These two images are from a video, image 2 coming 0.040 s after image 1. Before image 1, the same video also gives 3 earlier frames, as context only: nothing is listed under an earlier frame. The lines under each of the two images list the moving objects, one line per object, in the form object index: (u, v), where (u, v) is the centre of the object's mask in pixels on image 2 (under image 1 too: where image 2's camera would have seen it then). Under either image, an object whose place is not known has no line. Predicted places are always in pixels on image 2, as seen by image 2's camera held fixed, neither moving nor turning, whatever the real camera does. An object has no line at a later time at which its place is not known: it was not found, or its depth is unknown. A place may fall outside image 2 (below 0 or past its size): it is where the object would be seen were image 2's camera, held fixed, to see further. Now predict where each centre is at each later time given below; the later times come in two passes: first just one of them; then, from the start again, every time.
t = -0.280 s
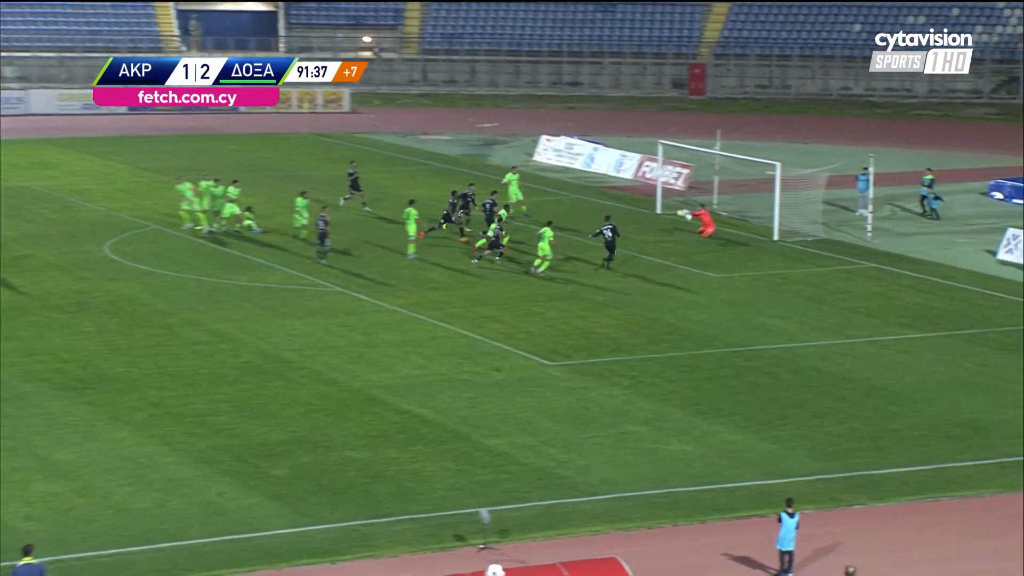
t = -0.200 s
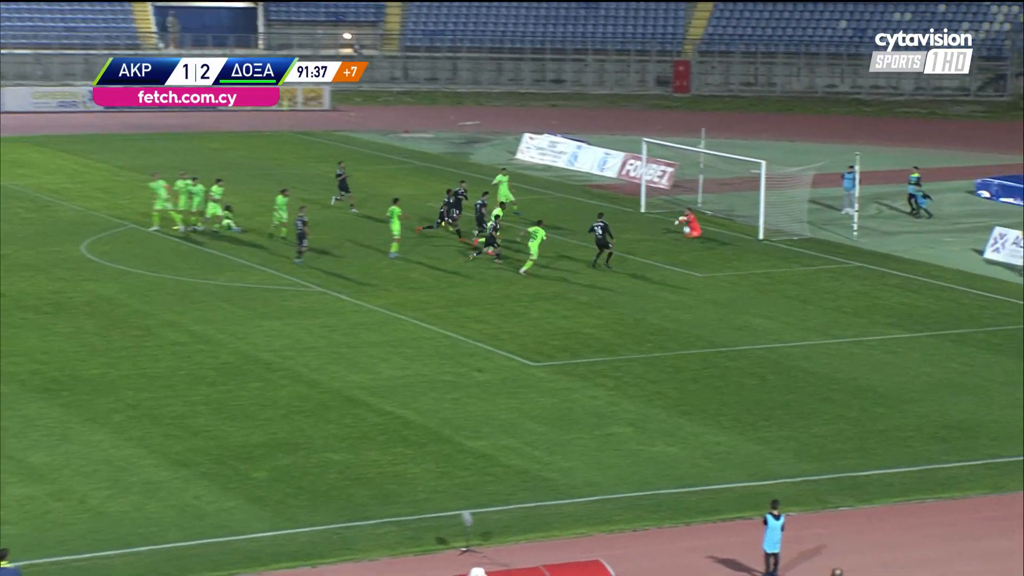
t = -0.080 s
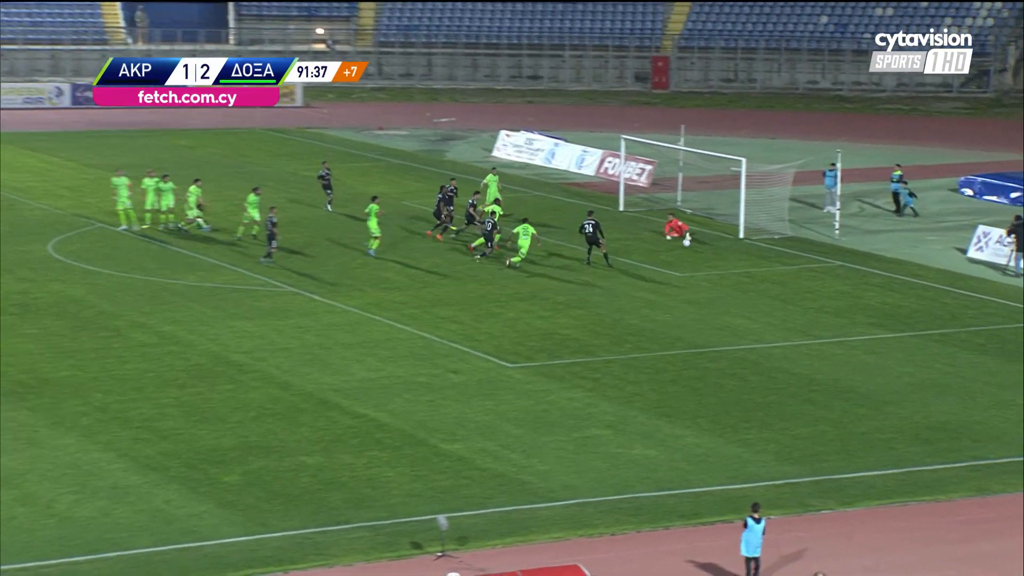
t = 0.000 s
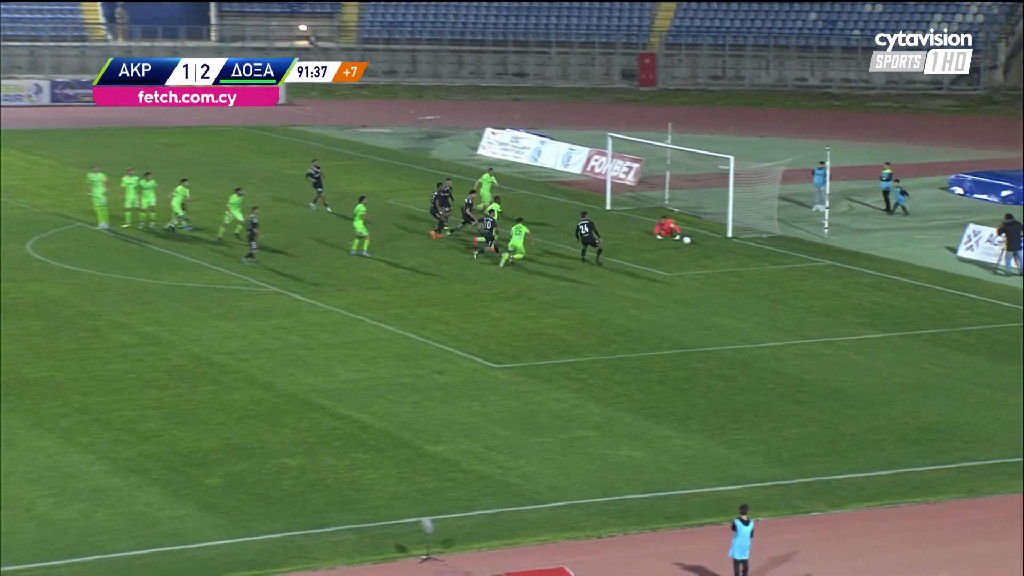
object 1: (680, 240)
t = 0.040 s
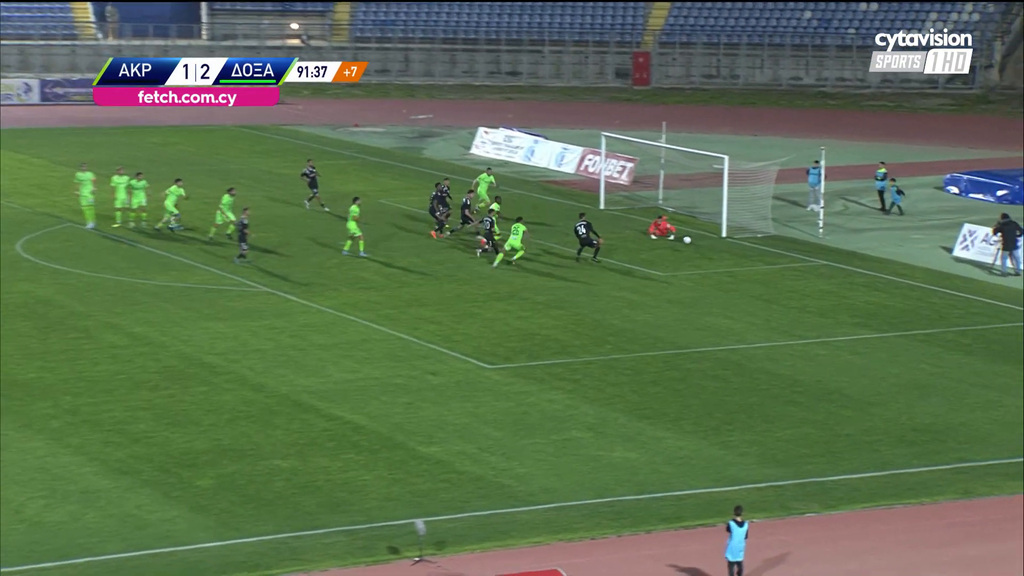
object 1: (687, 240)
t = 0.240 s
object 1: (716, 248)
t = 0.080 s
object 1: (692, 241)
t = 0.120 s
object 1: (698, 242)
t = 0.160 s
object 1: (704, 244)
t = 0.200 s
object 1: (710, 245)
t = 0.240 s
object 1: (716, 248)
